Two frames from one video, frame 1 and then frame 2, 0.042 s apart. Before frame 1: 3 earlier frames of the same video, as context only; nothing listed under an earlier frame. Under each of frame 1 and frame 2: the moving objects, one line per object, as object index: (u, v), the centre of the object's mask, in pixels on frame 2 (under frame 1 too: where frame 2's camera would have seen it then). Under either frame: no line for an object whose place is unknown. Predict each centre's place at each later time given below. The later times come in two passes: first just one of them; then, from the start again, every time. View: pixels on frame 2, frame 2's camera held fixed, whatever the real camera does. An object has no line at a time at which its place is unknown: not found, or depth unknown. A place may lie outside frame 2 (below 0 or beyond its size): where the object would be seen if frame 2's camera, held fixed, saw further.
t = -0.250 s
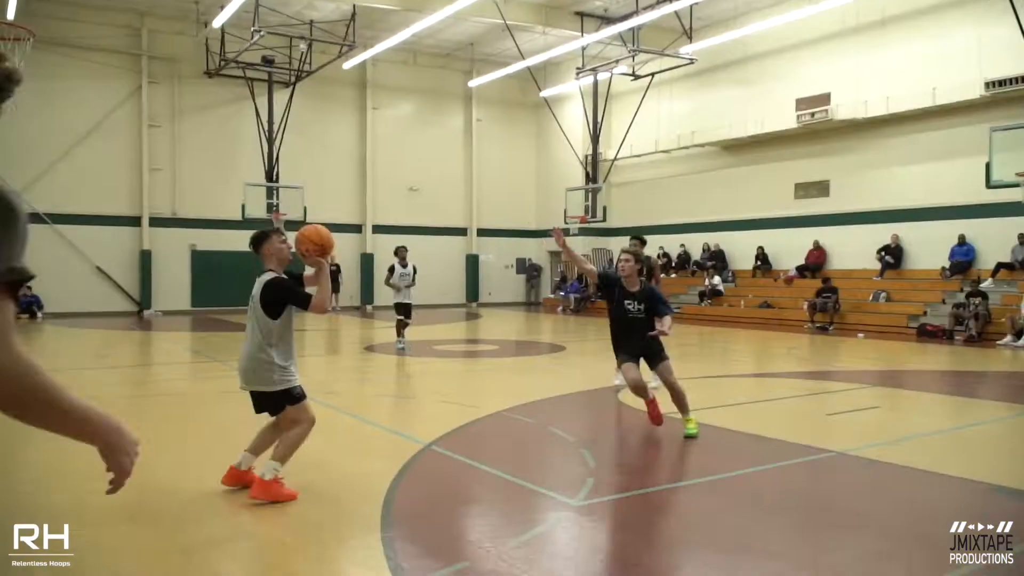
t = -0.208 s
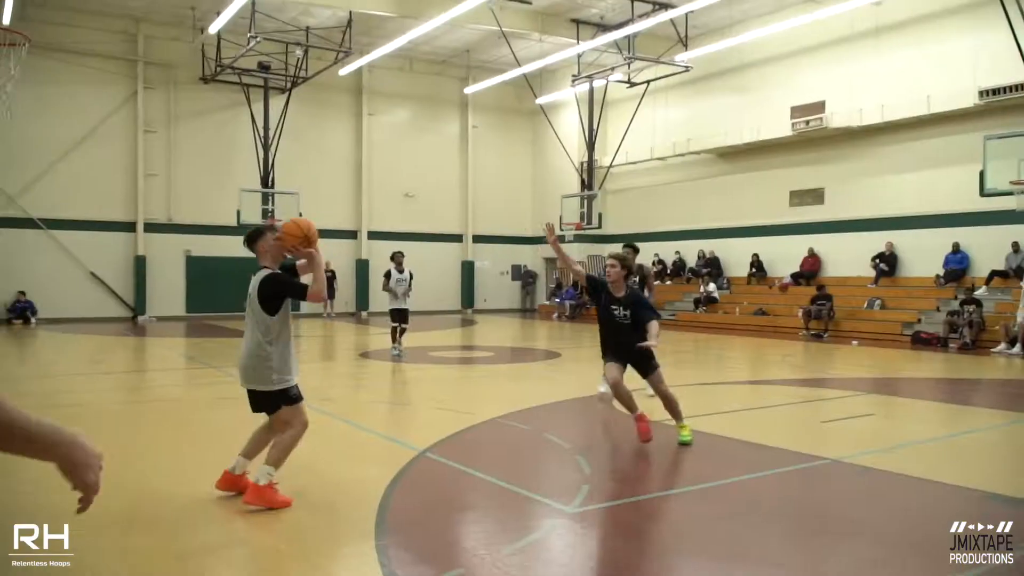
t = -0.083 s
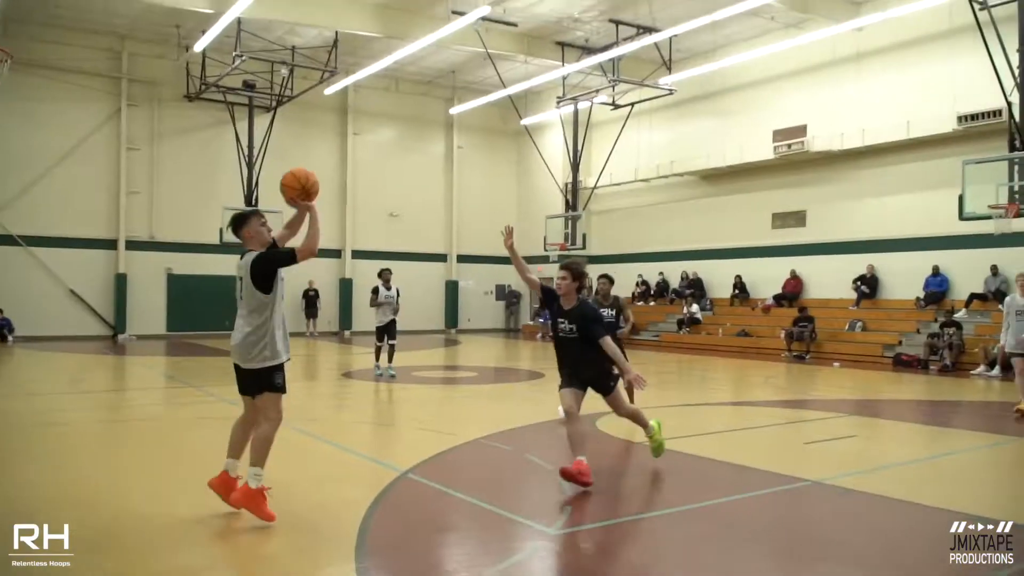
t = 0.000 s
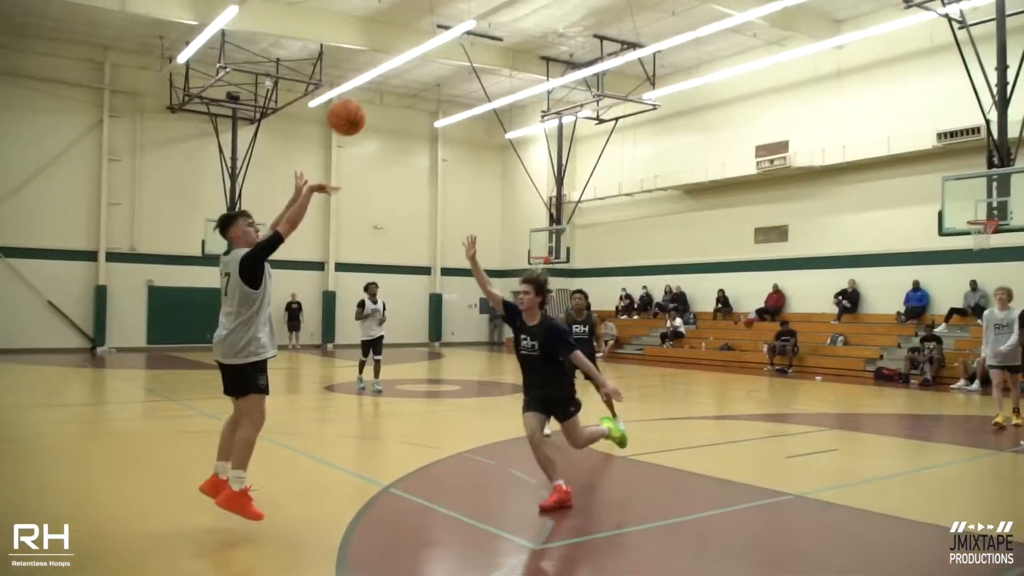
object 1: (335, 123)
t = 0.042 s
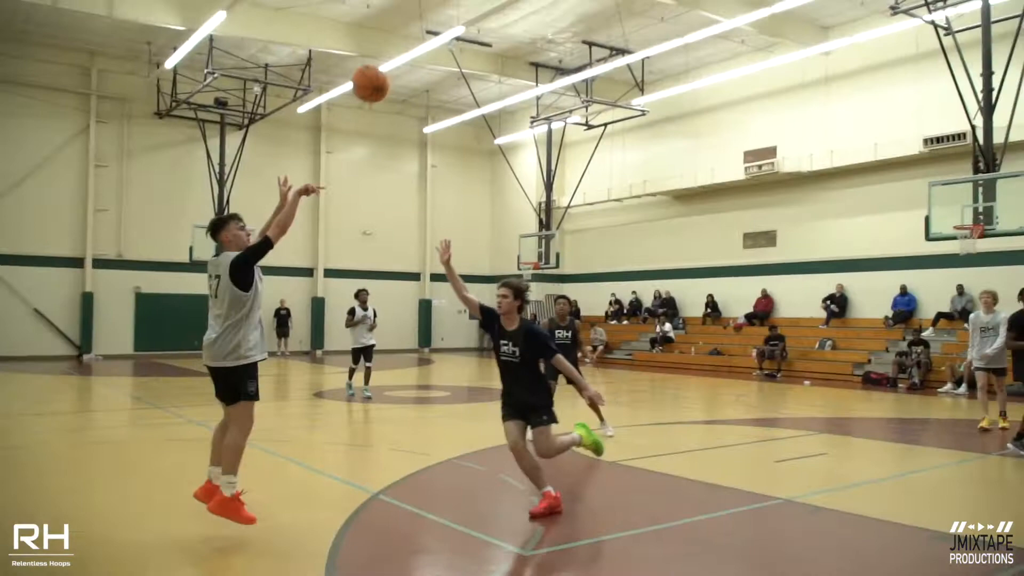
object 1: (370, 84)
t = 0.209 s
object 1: (503, -28)
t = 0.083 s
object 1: (405, 48)
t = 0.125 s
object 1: (438, 17)
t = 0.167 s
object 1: (471, -10)
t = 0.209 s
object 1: (503, -28)
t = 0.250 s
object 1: (535, -45)
